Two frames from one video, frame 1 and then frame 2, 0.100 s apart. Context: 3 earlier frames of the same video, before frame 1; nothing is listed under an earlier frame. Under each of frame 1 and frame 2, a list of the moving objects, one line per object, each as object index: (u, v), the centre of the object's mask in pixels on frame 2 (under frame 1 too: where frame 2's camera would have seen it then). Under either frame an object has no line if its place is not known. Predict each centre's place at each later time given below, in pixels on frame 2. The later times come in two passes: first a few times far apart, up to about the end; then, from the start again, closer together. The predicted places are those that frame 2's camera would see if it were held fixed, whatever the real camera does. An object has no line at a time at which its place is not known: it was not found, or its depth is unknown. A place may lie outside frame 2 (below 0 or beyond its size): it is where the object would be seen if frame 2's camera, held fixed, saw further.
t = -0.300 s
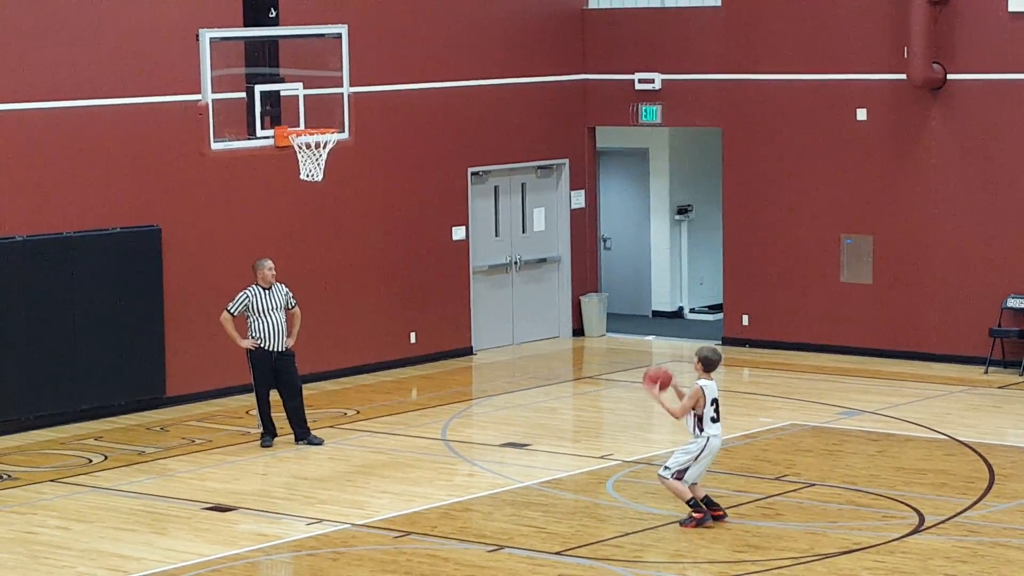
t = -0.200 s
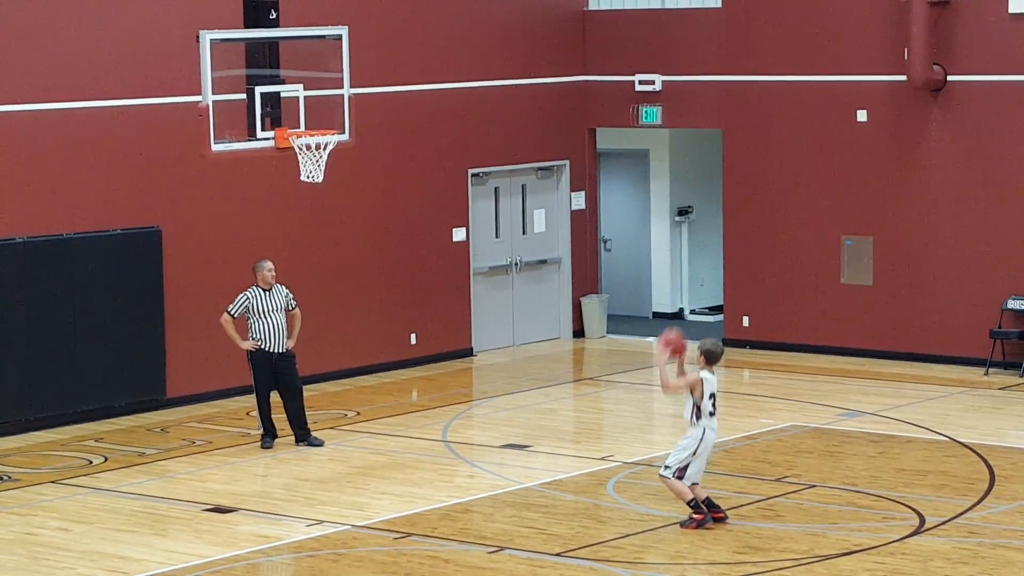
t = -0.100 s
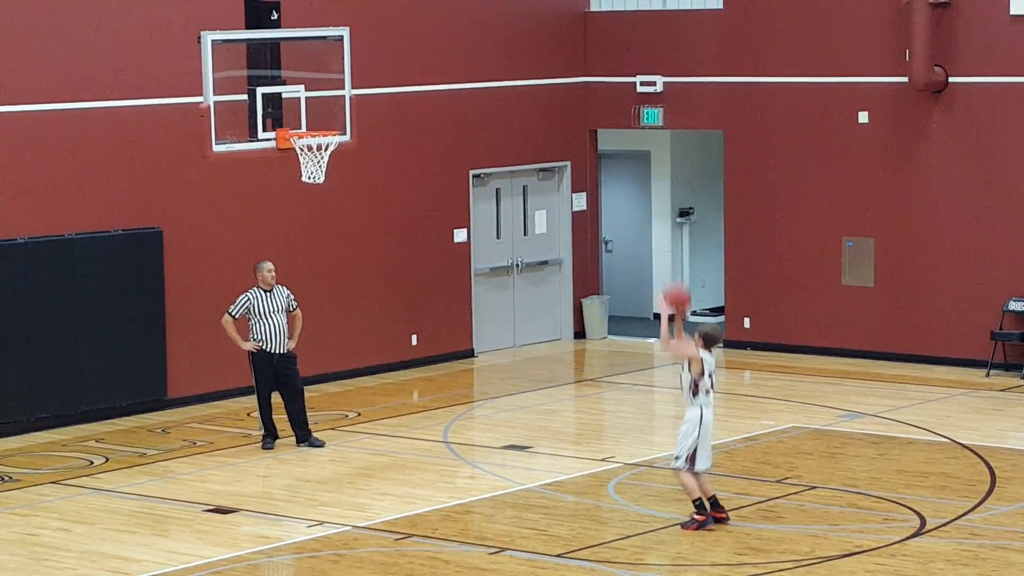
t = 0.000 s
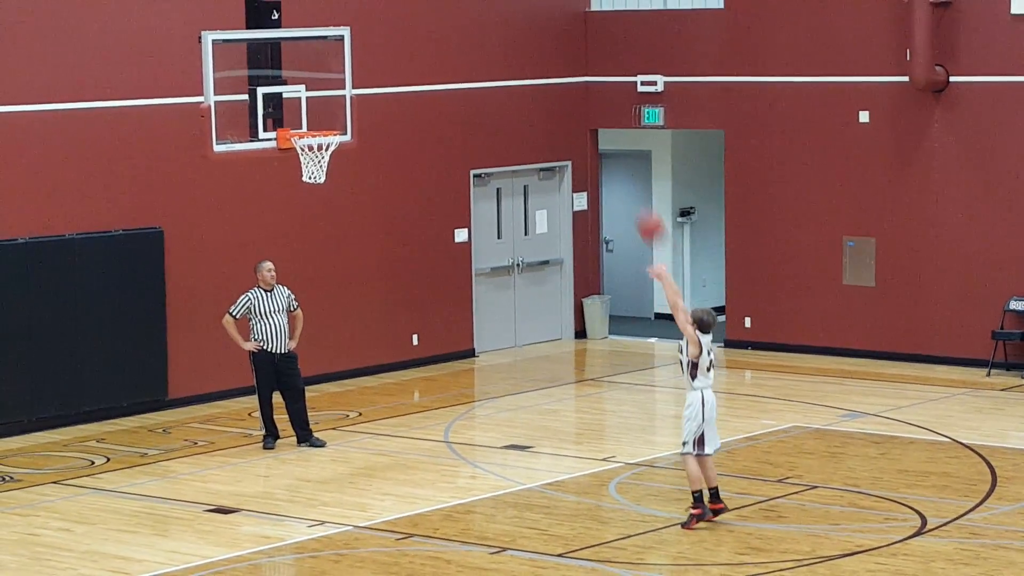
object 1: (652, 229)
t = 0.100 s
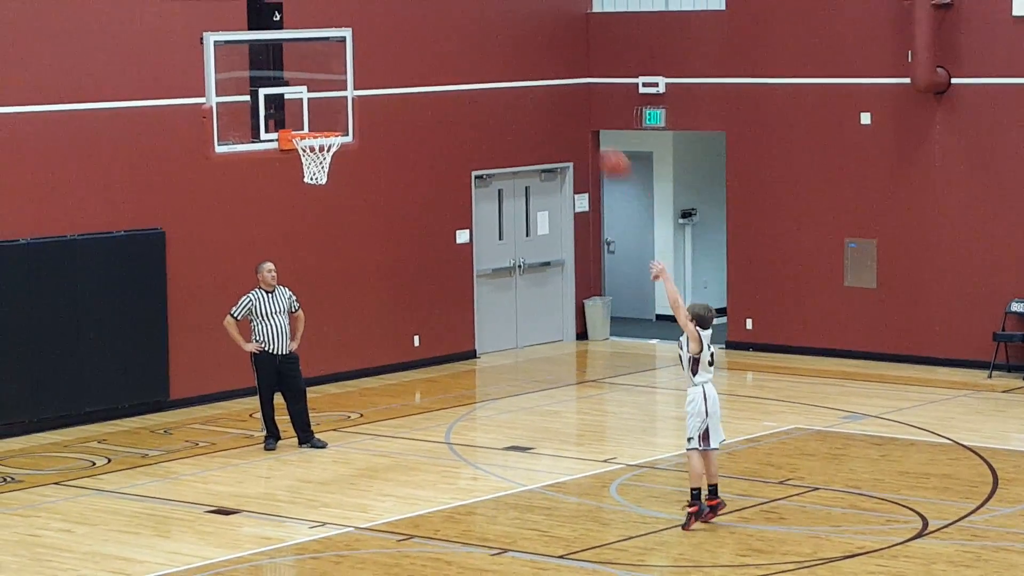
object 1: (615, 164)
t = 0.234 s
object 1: (567, 98)
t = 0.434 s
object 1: (494, 35)
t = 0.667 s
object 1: (419, 26)
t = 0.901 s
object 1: (348, 79)
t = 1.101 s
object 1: (306, 177)
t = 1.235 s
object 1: (322, 202)
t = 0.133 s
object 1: (600, 143)
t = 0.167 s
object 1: (588, 126)
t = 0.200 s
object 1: (577, 110)
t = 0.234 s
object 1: (567, 98)
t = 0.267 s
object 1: (553, 81)
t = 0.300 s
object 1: (540, 68)
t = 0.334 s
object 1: (529, 61)
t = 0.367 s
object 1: (517, 50)
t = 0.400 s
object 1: (506, 44)
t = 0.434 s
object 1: (494, 35)
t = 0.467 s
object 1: (482, 29)
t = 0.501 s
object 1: (471, 27)
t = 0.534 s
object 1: (460, 25)
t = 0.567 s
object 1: (450, 22)
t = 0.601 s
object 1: (440, 22)
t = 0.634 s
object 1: (430, 23)
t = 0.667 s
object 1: (419, 26)
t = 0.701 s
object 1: (409, 30)
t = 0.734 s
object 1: (398, 33)
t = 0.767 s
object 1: (388, 40)
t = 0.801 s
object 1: (377, 47)
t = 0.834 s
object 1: (369, 55)
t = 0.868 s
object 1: (359, 65)
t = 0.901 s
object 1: (348, 79)
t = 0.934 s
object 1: (337, 88)
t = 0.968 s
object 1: (326, 102)
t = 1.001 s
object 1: (320, 114)
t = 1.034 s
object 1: (313, 126)
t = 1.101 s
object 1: (306, 177)
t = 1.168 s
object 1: (316, 185)
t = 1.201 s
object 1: (318, 190)
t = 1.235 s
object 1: (322, 202)
